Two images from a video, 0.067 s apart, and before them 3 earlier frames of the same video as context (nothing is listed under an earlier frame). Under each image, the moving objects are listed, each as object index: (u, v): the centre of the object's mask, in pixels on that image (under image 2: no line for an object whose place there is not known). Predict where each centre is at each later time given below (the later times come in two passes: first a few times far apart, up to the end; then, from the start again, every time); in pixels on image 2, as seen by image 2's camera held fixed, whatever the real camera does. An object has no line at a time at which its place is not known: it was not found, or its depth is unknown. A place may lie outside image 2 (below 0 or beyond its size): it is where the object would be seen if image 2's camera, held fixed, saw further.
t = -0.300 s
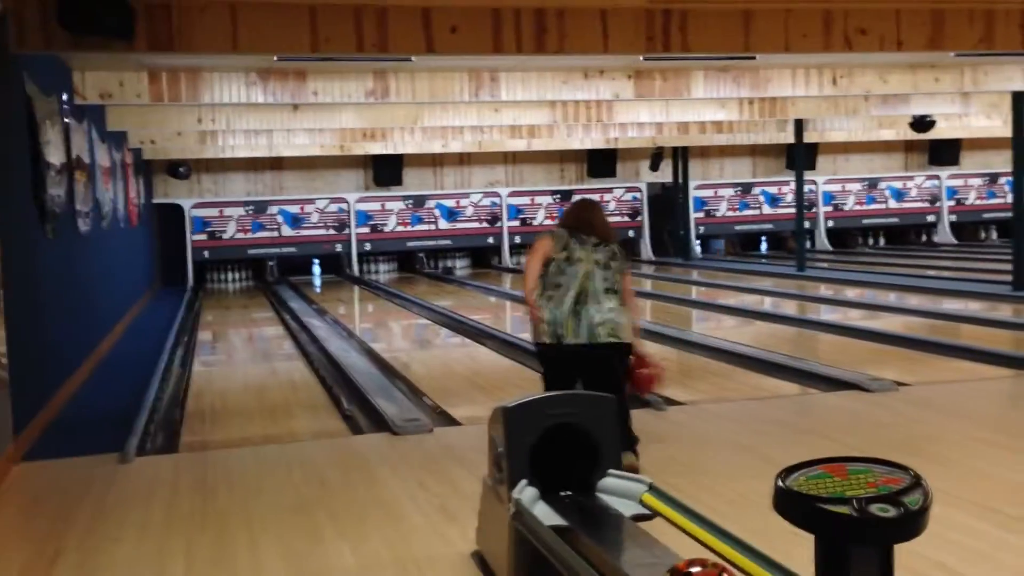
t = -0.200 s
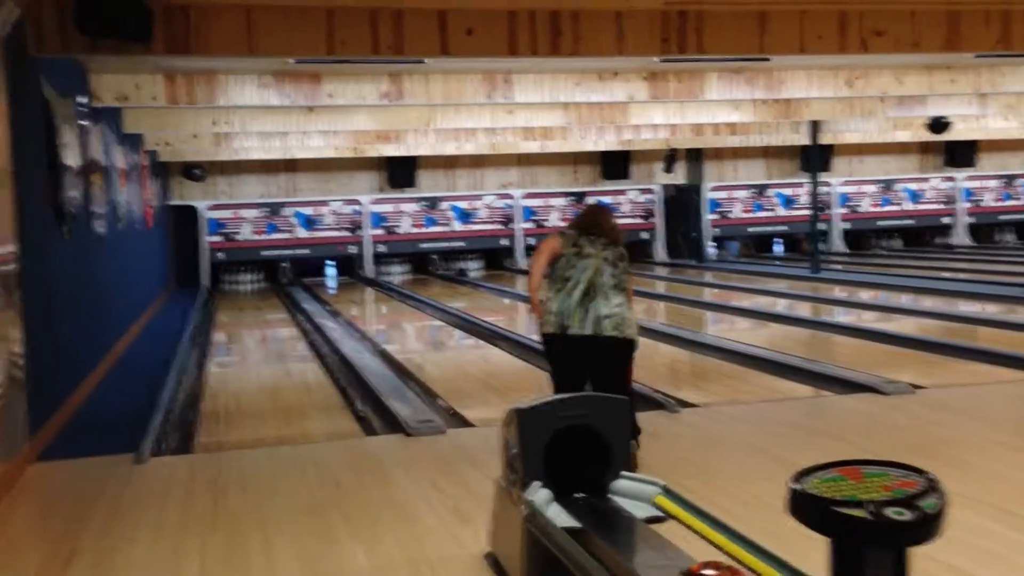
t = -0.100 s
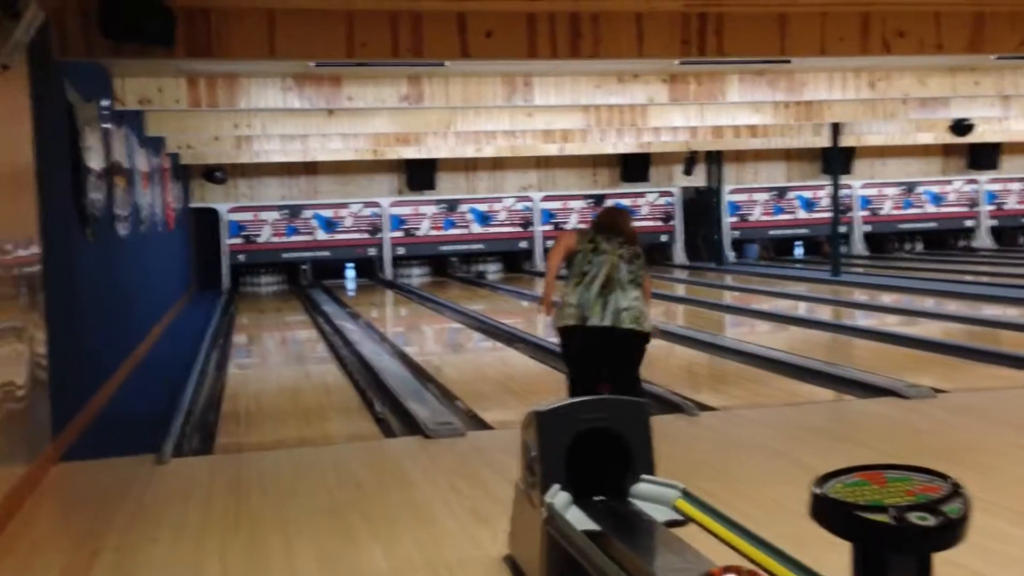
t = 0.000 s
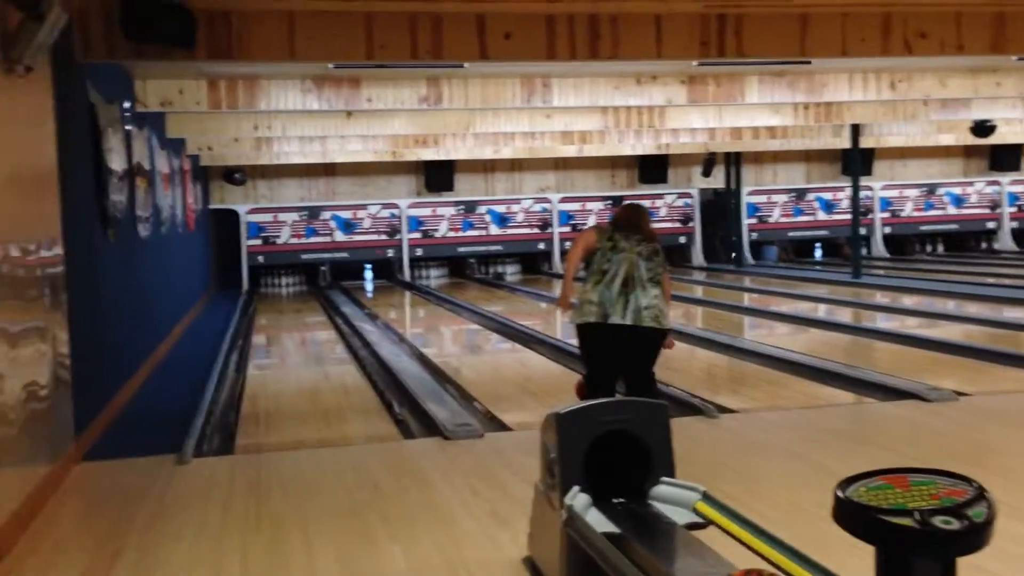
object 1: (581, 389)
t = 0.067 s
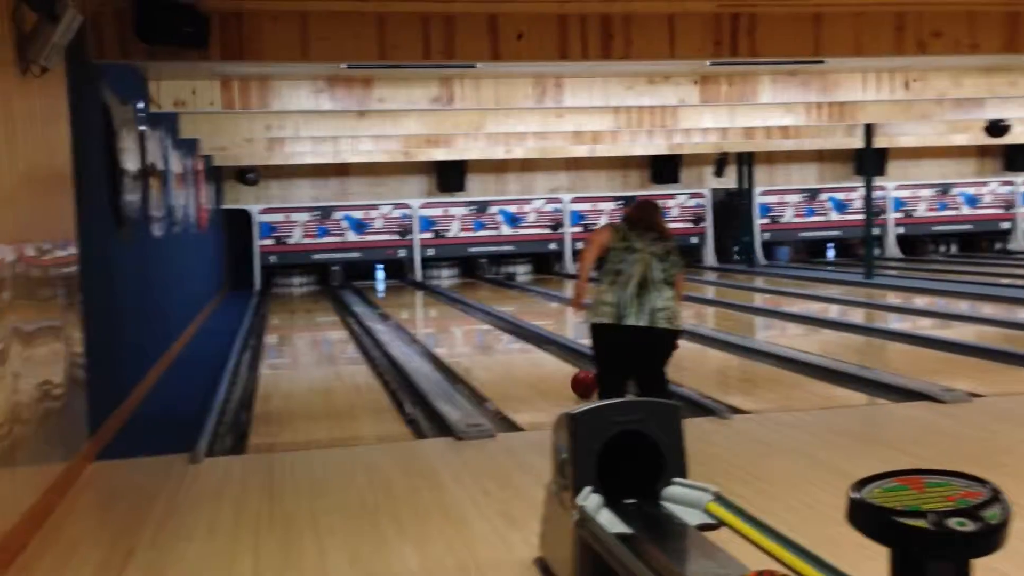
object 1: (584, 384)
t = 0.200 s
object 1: (555, 370)
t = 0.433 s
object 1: (516, 350)
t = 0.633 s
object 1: (490, 337)
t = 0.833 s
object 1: (469, 326)
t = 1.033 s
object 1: (450, 318)
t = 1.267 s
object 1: (433, 311)
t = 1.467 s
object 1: (421, 304)
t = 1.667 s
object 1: (410, 300)
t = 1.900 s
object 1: (400, 294)
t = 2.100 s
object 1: (394, 290)
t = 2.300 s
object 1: (386, 287)
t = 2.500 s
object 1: (380, 283)
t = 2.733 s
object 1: (373, 281)
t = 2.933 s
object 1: (369, 278)
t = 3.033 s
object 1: (366, 277)
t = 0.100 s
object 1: (577, 381)
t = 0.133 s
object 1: (569, 377)
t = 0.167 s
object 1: (562, 373)
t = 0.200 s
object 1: (555, 370)
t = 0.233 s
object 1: (549, 366)
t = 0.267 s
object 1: (543, 363)
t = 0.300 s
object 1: (537, 360)
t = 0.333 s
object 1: (531, 358)
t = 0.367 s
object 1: (526, 355)
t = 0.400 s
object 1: (521, 352)
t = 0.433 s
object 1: (516, 350)
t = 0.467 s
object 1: (511, 348)
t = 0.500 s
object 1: (506, 345)
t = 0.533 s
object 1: (502, 343)
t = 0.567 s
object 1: (498, 341)
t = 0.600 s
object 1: (494, 339)
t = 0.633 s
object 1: (490, 337)
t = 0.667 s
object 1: (486, 335)
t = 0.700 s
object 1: (483, 333)
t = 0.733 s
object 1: (479, 332)
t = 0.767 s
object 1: (476, 330)
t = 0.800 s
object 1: (472, 328)
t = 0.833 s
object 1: (469, 326)
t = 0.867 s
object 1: (466, 325)
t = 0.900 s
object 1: (463, 324)
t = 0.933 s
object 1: (460, 322)
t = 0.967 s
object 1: (459, 320)
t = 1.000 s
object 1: (454, 320)
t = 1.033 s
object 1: (450, 318)
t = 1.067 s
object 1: (448, 317)
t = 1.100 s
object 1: (445, 316)
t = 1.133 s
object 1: (445, 315)
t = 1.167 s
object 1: (441, 313)
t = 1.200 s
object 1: (438, 312)
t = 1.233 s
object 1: (436, 312)
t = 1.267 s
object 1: (433, 311)
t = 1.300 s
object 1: (431, 309)
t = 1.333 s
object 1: (430, 308)
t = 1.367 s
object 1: (428, 307)
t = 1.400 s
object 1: (424, 306)
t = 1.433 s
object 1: (423, 305)
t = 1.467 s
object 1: (421, 304)
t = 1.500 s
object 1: (419, 303)
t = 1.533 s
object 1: (417, 302)
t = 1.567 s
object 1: (415, 301)
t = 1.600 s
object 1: (414, 301)
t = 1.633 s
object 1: (412, 301)
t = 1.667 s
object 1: (410, 300)
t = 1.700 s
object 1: (409, 300)
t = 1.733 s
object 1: (407, 298)
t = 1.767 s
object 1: (406, 298)
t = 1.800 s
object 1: (405, 296)
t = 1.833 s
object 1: (403, 296)
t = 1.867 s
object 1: (402, 294)
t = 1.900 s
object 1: (400, 294)
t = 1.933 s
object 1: (399, 293)
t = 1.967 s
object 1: (398, 292)
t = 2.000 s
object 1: (397, 292)
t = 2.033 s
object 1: (395, 291)
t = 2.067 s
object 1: (394, 291)
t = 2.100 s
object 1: (394, 290)
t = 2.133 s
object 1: (392, 290)
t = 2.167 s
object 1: (391, 289)
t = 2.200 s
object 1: (391, 289)
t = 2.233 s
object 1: (389, 289)
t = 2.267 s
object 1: (387, 288)
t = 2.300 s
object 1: (386, 287)
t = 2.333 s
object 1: (386, 287)
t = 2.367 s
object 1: (385, 286)
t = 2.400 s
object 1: (384, 285)
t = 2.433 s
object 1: (384, 285)
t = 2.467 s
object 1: (382, 283)
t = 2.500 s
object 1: (380, 283)
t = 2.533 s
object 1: (379, 283)
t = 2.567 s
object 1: (378, 283)
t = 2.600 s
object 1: (376, 282)
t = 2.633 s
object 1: (376, 282)
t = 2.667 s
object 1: (375, 282)
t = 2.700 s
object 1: (374, 281)
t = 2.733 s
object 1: (373, 281)
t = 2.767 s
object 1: (374, 280)
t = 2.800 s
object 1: (373, 280)
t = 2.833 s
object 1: (372, 279)
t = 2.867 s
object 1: (371, 280)
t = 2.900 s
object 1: (371, 280)
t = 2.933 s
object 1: (369, 278)
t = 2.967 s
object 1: (369, 278)
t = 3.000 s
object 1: (367, 277)
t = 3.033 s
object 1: (366, 277)
